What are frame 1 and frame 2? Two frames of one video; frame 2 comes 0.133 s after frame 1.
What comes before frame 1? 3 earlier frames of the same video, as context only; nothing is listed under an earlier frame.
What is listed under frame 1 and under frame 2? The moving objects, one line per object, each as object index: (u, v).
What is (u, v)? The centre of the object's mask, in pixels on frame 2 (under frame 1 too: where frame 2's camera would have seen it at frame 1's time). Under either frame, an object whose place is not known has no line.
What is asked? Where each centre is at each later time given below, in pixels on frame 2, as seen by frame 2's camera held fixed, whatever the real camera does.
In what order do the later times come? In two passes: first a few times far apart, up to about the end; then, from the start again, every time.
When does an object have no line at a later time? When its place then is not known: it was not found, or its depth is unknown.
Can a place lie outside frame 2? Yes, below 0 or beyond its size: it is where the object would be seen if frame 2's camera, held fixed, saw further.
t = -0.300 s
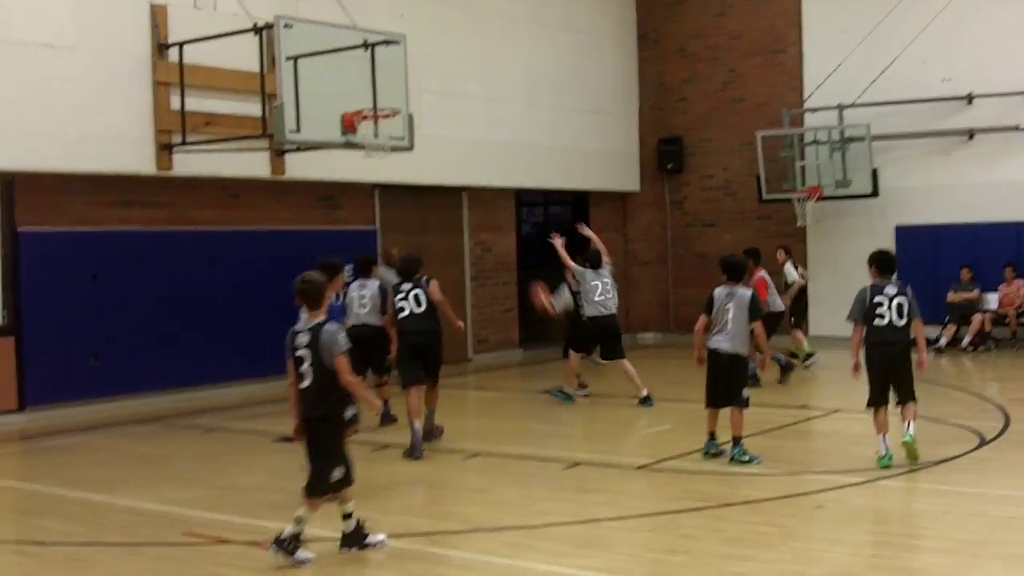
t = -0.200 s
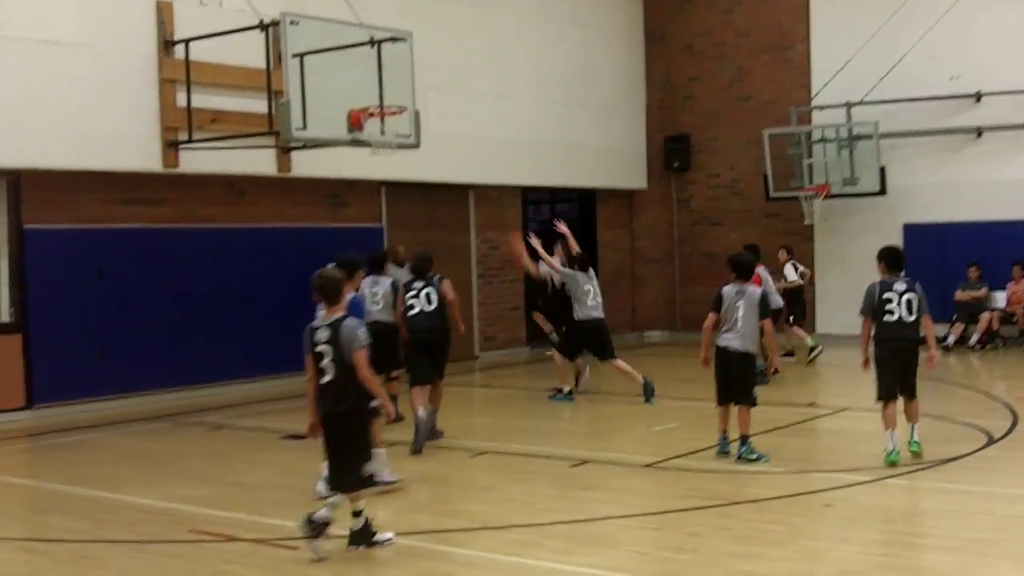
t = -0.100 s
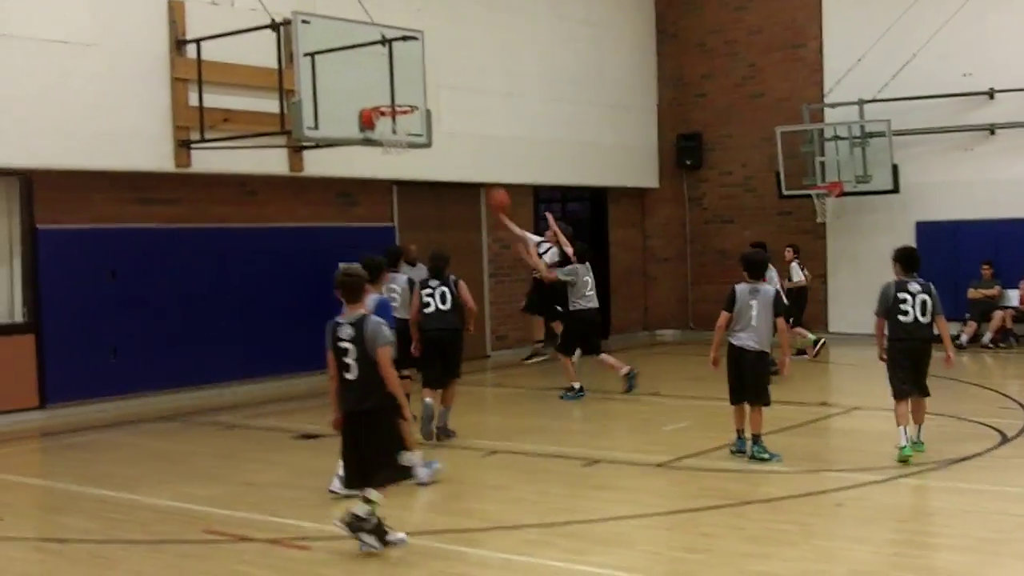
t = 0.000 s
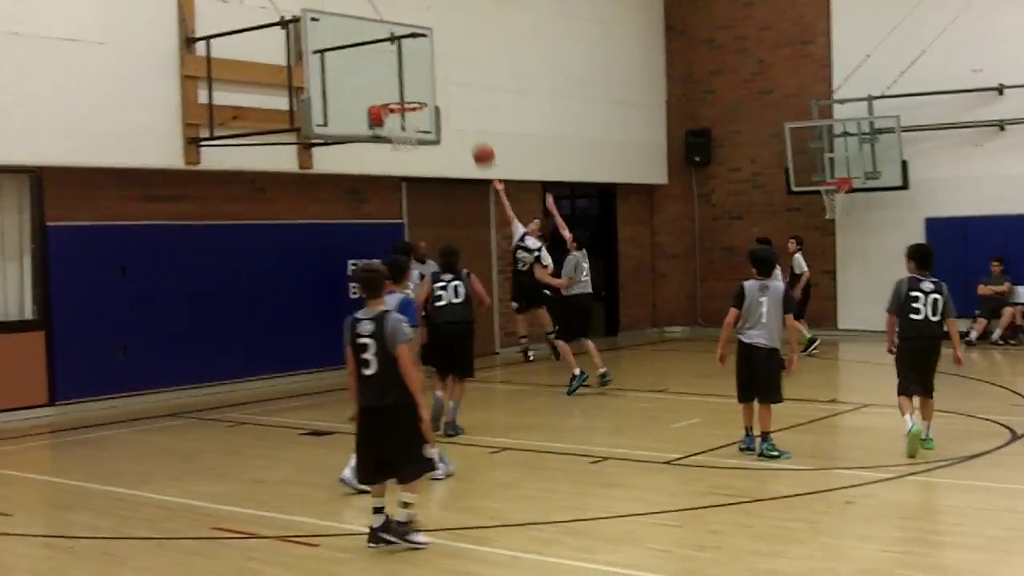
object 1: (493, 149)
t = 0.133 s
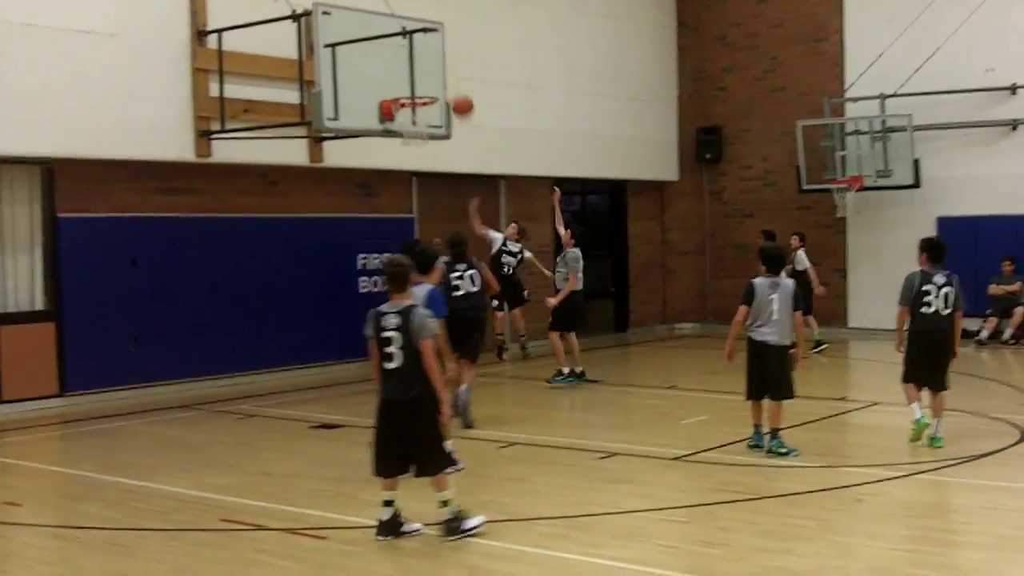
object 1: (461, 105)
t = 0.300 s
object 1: (424, 73)
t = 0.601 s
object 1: (420, 75)
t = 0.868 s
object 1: (411, 102)
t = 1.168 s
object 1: (424, 118)
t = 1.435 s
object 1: (410, 159)
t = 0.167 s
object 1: (454, 97)
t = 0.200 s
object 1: (446, 89)
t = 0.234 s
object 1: (439, 83)
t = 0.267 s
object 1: (431, 77)
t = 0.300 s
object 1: (424, 73)
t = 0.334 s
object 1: (417, 69)
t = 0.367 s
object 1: (418, 66)
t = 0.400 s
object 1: (418, 65)
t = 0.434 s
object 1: (418, 64)
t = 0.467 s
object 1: (418, 64)
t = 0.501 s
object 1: (419, 65)
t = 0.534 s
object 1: (419, 67)
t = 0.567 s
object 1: (419, 70)
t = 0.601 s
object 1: (420, 75)
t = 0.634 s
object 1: (420, 81)
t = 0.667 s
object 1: (421, 87)
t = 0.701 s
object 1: (419, 89)
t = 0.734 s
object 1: (415, 91)
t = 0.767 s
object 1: (413, 92)
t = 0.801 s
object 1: (409, 97)
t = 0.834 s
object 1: (408, 101)
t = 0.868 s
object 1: (411, 102)
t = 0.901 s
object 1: (415, 105)
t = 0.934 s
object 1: (418, 108)
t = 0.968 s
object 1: (422, 113)
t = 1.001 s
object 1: (424, 116)
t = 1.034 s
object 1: (426, 117)
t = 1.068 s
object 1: (425, 116)
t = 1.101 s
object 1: (425, 116)
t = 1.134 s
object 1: (424, 117)
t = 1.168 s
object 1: (424, 118)
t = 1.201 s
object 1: (423, 120)
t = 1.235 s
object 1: (421, 125)
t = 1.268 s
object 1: (419, 128)
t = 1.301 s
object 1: (418, 133)
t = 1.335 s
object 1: (416, 138)
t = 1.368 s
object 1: (414, 143)
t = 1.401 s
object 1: (412, 152)
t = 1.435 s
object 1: (410, 159)
